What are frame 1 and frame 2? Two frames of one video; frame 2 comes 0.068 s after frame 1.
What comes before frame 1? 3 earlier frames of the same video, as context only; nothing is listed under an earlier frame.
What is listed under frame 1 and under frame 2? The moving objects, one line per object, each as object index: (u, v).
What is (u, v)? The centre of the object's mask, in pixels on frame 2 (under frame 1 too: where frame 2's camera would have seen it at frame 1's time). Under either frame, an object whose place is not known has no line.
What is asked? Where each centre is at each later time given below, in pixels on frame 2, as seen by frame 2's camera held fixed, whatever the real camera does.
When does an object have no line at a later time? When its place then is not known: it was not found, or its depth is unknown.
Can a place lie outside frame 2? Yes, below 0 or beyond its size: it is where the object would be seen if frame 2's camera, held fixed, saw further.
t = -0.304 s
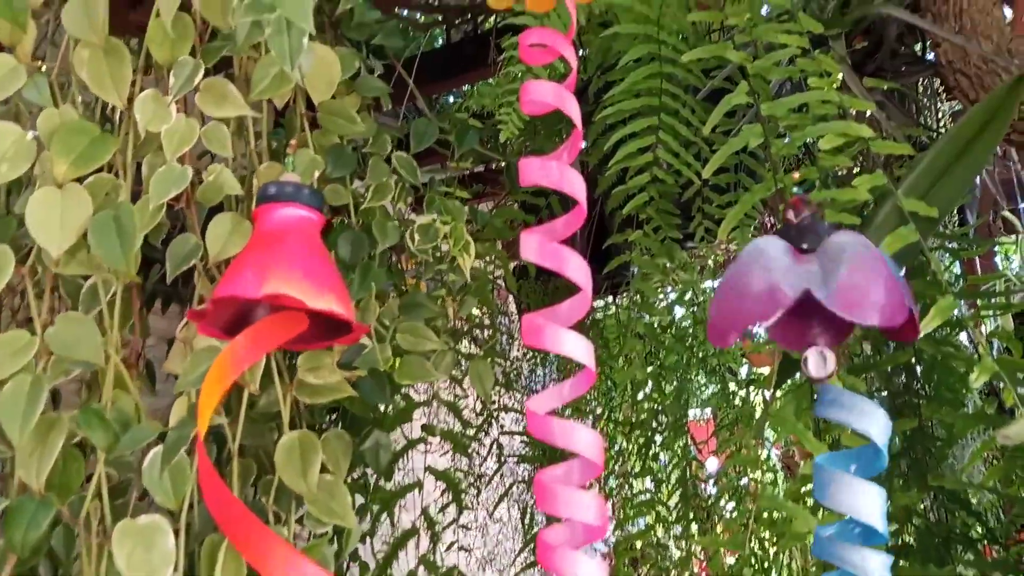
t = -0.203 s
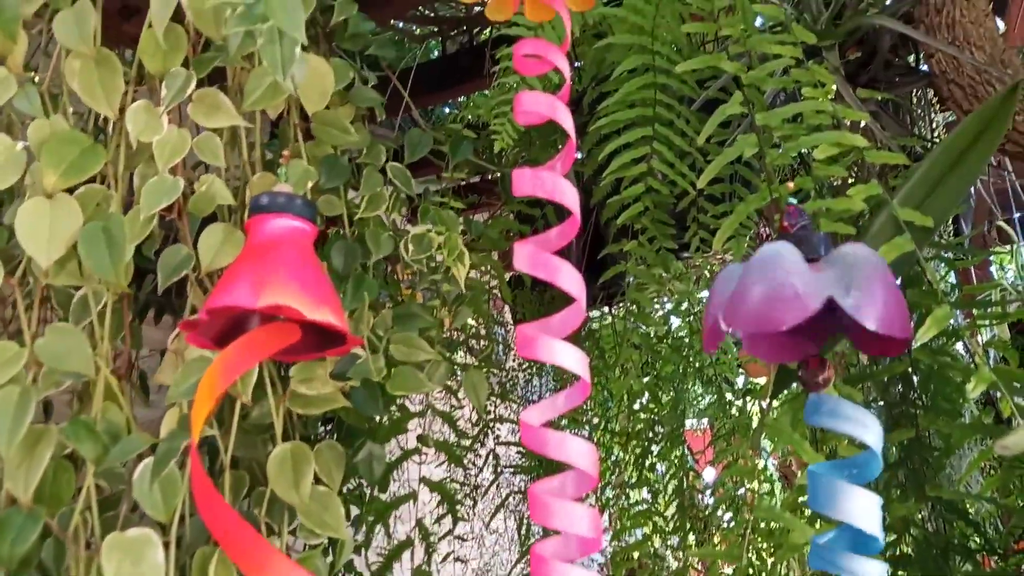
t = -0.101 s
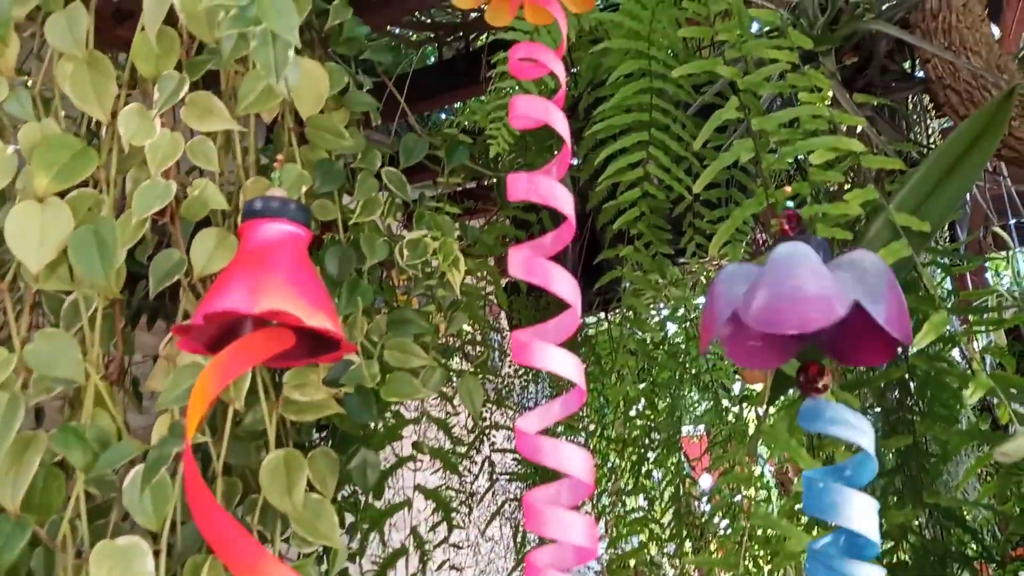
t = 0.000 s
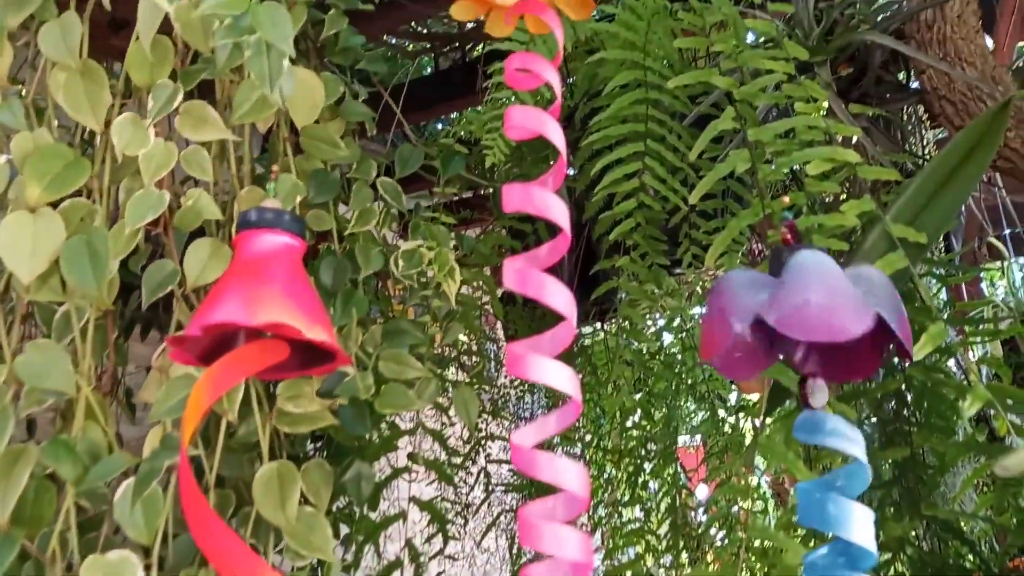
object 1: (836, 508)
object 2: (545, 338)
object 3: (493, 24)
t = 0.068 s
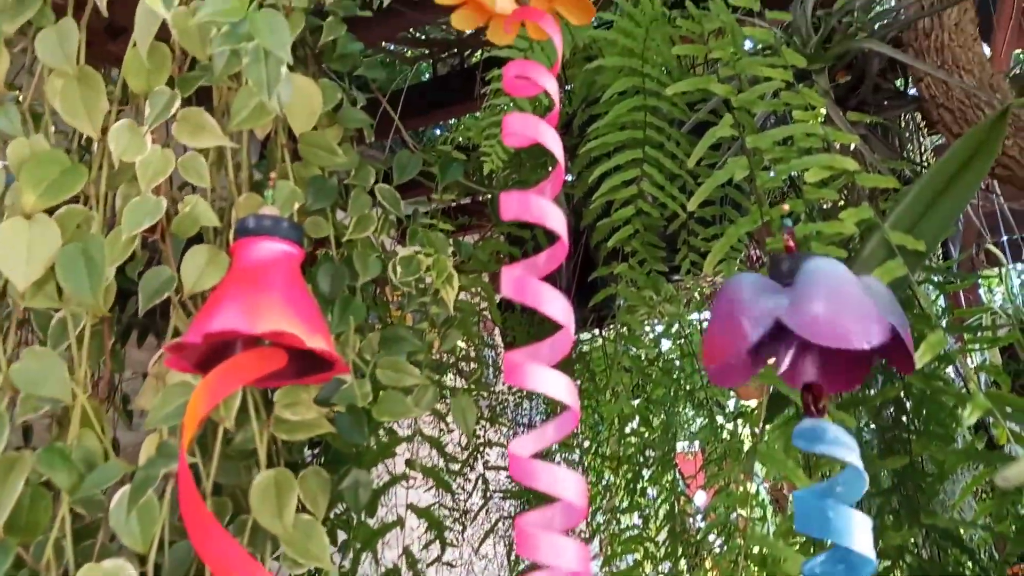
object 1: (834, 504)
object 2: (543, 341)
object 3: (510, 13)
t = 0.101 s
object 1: (834, 502)
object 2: (546, 316)
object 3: (512, 12)
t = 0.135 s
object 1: (832, 501)
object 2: (543, 317)
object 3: (512, 11)
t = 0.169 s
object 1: (831, 499)
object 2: (542, 317)
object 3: (511, 8)
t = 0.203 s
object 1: (830, 497)
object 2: (541, 316)
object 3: (513, 6)
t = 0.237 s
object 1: (829, 495)
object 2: (540, 313)
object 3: (514, 4)
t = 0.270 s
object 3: (514, 3)
